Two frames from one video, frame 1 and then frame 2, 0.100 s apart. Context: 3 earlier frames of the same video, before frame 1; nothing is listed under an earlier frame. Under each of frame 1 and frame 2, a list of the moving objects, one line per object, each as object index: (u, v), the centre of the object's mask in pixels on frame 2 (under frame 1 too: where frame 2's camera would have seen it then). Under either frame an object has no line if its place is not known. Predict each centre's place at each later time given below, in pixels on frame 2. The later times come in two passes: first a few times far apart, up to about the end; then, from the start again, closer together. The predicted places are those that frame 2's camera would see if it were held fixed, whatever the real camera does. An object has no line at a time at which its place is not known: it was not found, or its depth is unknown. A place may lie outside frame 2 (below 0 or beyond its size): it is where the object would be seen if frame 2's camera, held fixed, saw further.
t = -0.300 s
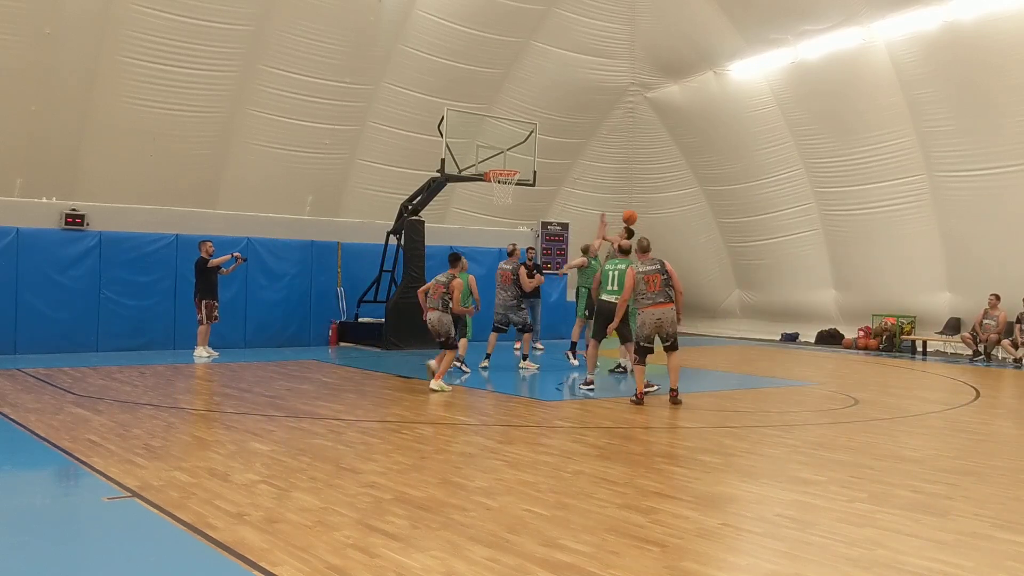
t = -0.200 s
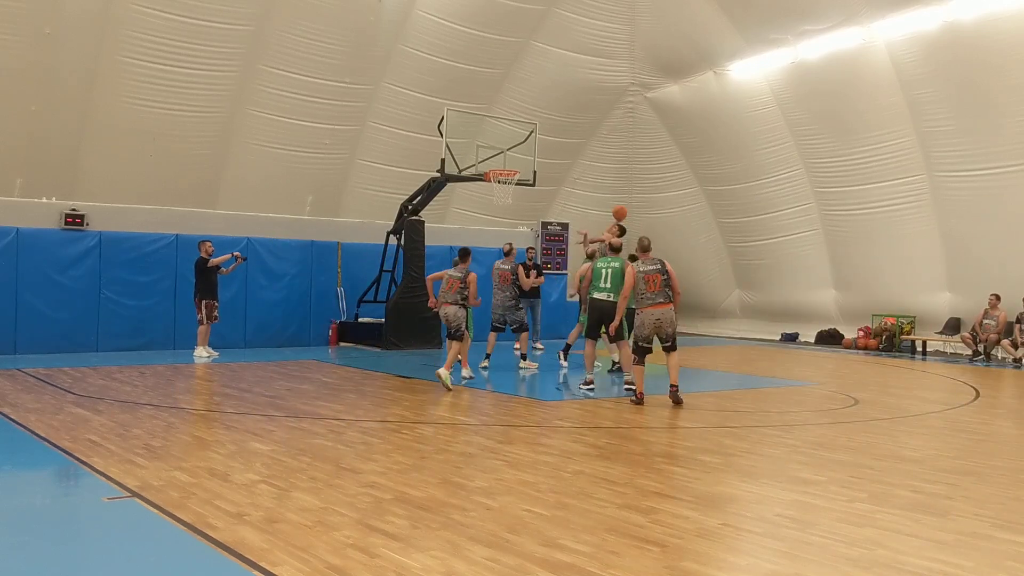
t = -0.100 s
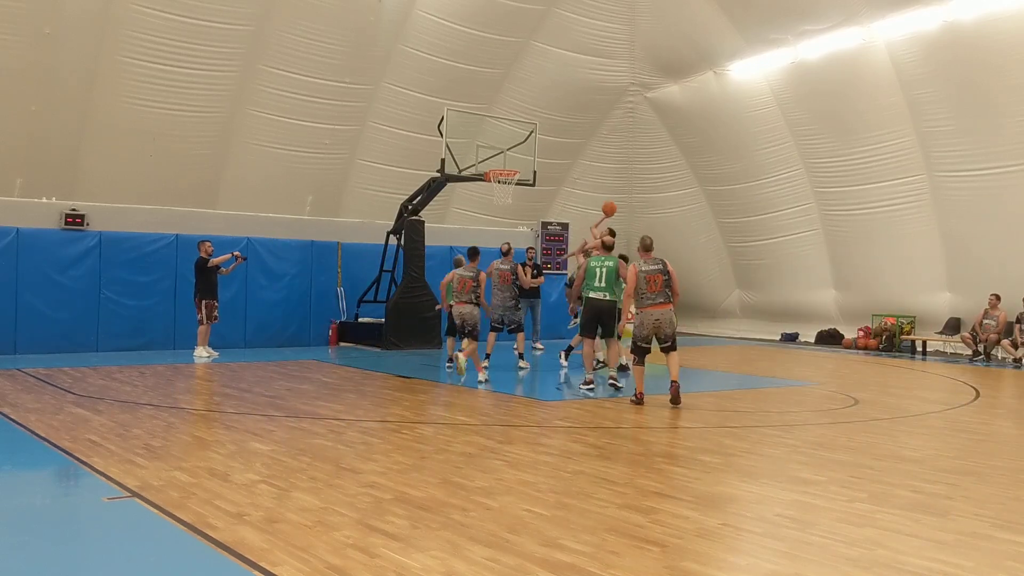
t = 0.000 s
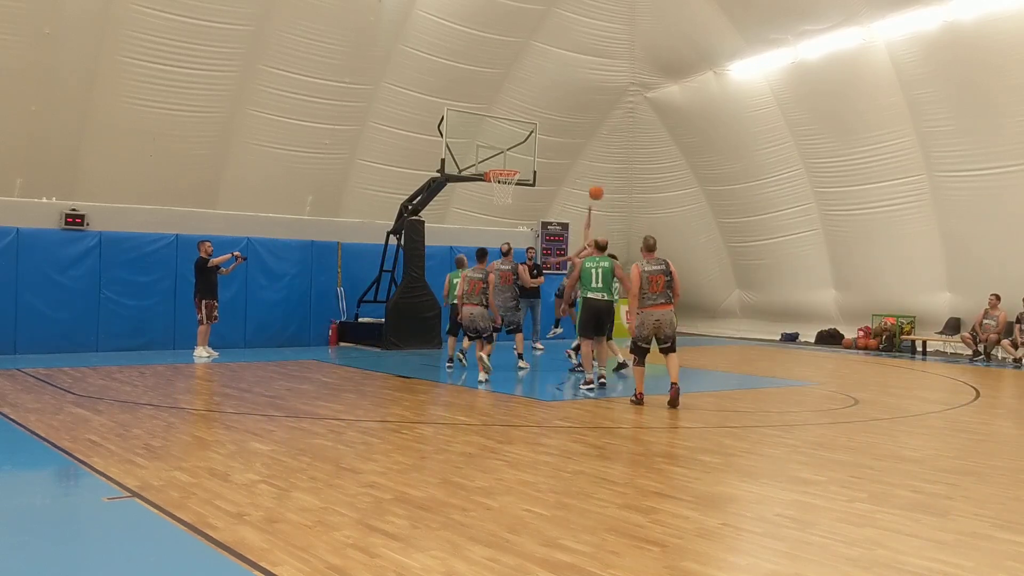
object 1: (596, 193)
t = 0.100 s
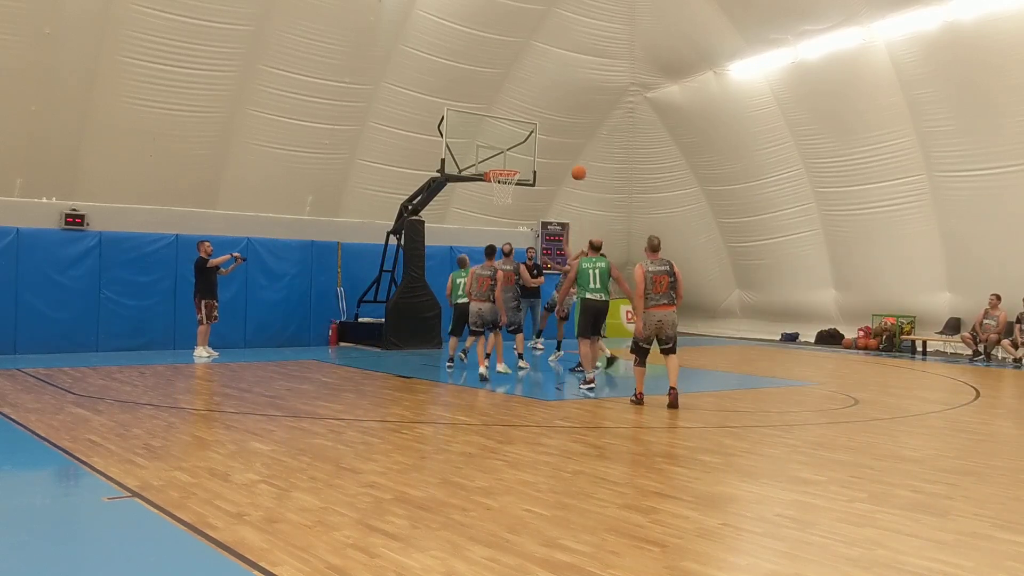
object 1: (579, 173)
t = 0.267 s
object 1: (549, 152)
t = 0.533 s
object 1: (518, 153)
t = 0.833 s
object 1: (504, 165)
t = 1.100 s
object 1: (508, 182)
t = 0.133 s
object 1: (572, 167)
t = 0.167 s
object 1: (567, 163)
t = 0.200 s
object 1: (561, 159)
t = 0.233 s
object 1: (555, 155)
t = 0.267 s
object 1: (549, 152)
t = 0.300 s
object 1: (543, 151)
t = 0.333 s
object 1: (537, 149)
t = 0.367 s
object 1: (531, 149)
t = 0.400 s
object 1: (524, 148)
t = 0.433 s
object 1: (522, 149)
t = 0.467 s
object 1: (520, 149)
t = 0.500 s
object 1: (519, 151)
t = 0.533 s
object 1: (518, 153)
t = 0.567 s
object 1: (516, 156)
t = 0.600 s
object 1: (514, 160)
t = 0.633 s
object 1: (513, 163)
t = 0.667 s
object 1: (512, 164)
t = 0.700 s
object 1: (510, 163)
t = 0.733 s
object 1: (509, 163)
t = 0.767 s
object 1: (508, 163)
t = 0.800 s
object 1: (506, 163)
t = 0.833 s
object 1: (504, 165)
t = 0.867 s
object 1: (504, 166)
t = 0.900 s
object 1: (504, 166)
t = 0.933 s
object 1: (505, 166)
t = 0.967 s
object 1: (505, 167)
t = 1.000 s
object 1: (505, 169)
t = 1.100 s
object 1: (508, 182)
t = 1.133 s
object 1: (508, 186)
